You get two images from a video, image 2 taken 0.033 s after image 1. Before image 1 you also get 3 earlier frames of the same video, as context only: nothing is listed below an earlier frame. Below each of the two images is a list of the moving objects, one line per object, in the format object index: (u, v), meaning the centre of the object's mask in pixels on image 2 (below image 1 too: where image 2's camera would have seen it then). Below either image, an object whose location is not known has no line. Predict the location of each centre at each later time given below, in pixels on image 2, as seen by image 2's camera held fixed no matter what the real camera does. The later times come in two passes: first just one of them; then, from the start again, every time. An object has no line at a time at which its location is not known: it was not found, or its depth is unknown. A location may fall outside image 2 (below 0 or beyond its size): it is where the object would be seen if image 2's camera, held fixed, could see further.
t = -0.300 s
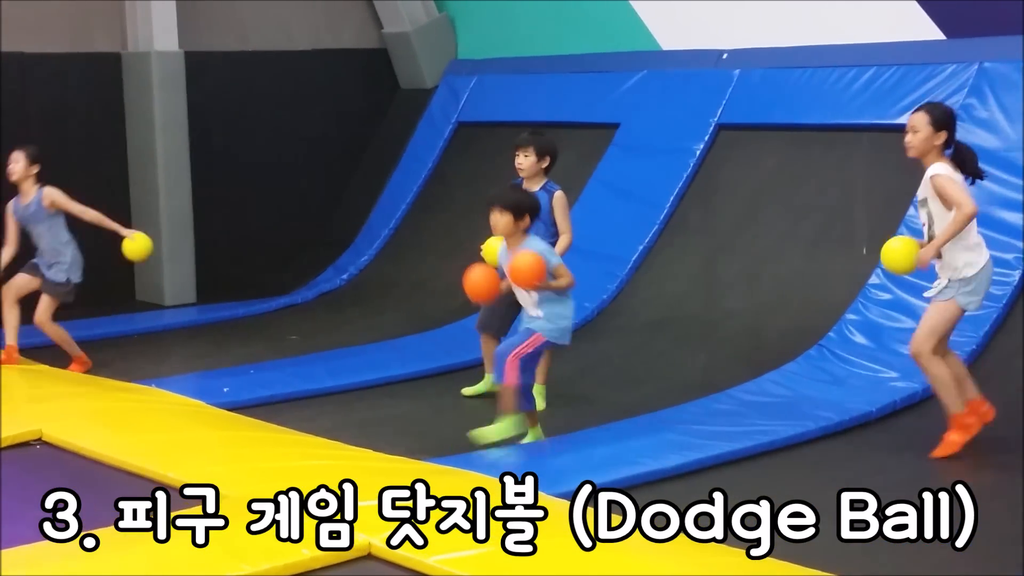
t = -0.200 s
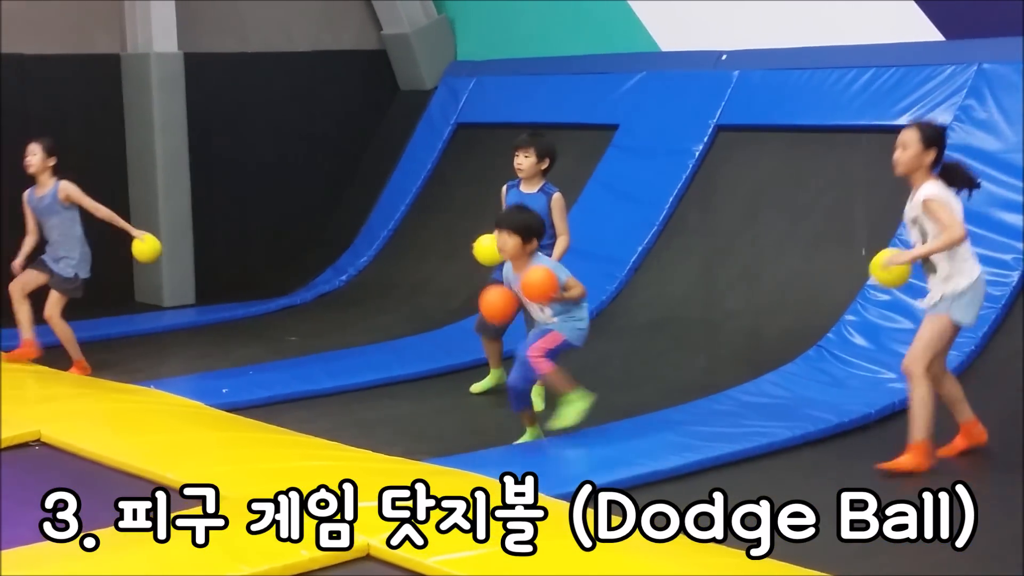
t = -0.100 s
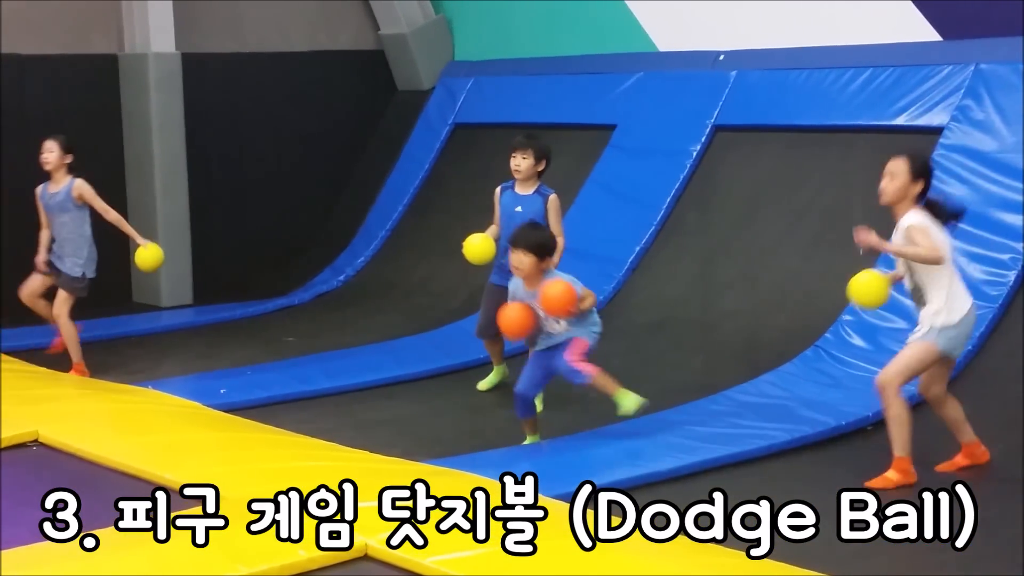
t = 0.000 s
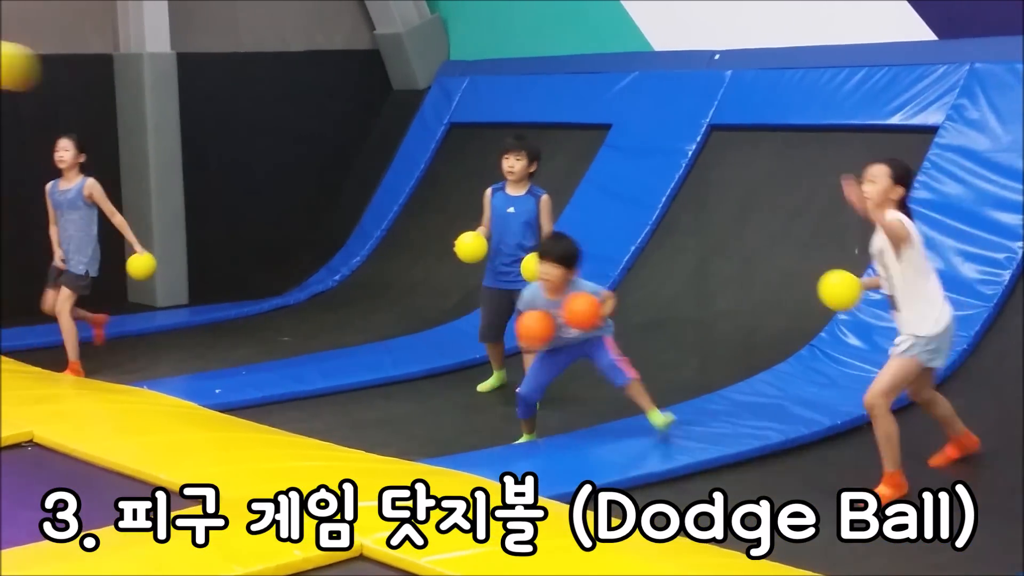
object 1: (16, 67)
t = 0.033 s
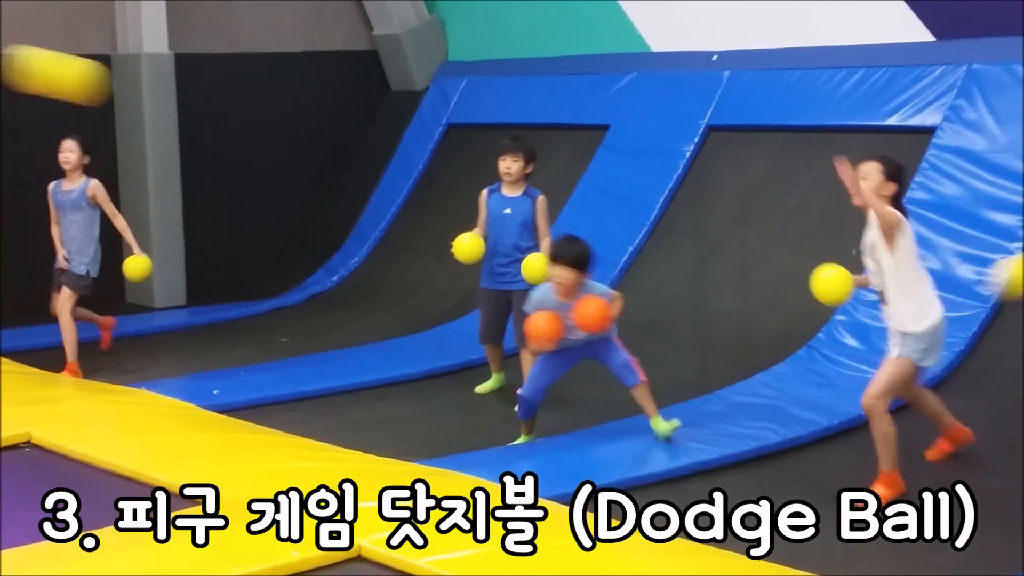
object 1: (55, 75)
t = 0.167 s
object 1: (319, 150)
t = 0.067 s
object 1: (127, 90)
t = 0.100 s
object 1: (197, 109)
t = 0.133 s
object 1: (260, 128)
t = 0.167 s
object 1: (319, 150)
